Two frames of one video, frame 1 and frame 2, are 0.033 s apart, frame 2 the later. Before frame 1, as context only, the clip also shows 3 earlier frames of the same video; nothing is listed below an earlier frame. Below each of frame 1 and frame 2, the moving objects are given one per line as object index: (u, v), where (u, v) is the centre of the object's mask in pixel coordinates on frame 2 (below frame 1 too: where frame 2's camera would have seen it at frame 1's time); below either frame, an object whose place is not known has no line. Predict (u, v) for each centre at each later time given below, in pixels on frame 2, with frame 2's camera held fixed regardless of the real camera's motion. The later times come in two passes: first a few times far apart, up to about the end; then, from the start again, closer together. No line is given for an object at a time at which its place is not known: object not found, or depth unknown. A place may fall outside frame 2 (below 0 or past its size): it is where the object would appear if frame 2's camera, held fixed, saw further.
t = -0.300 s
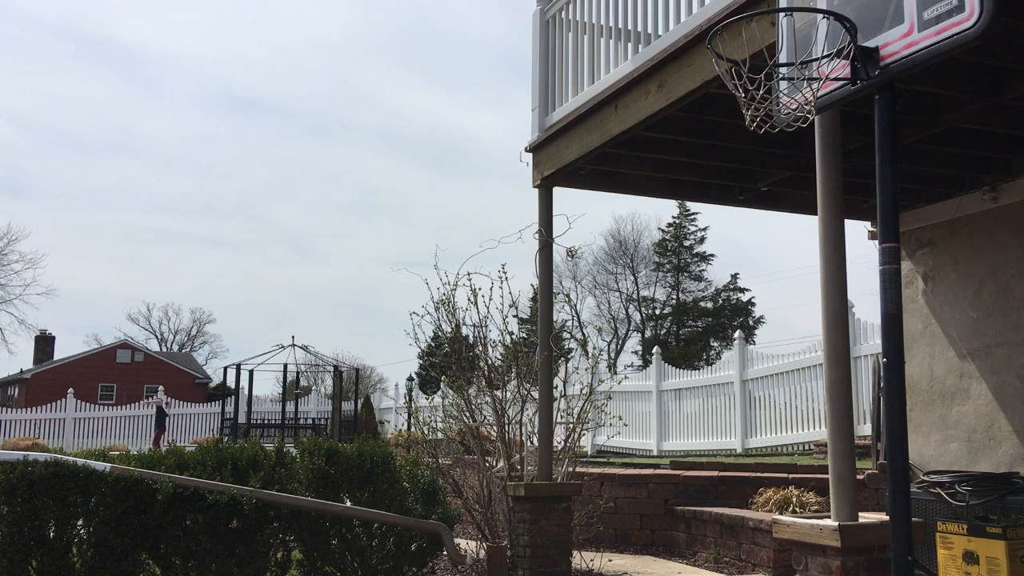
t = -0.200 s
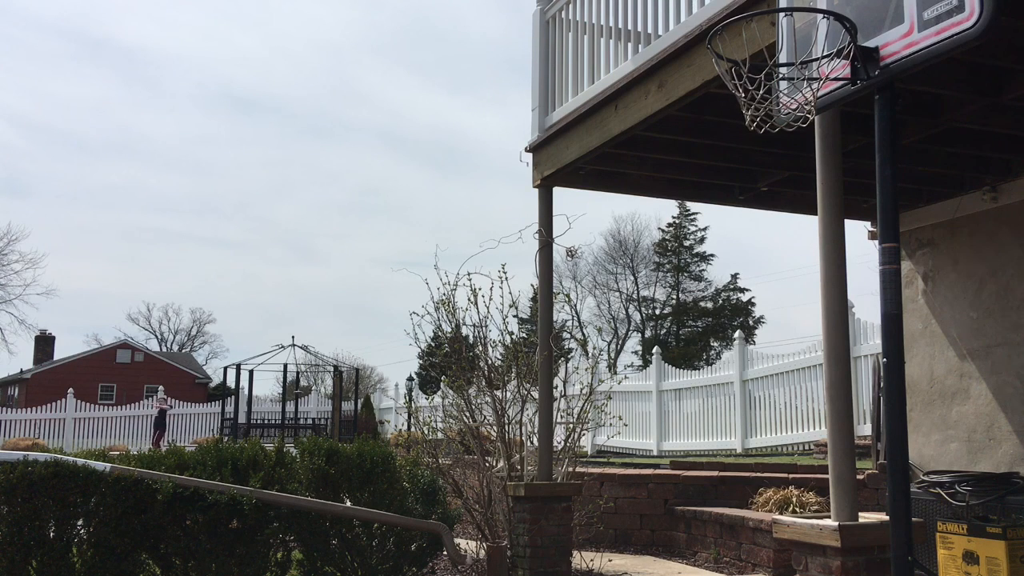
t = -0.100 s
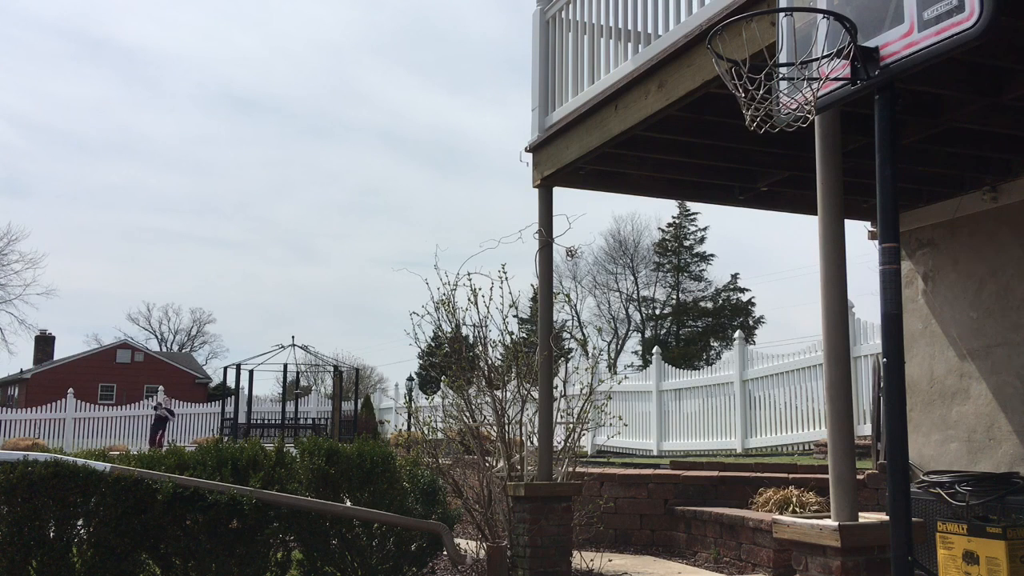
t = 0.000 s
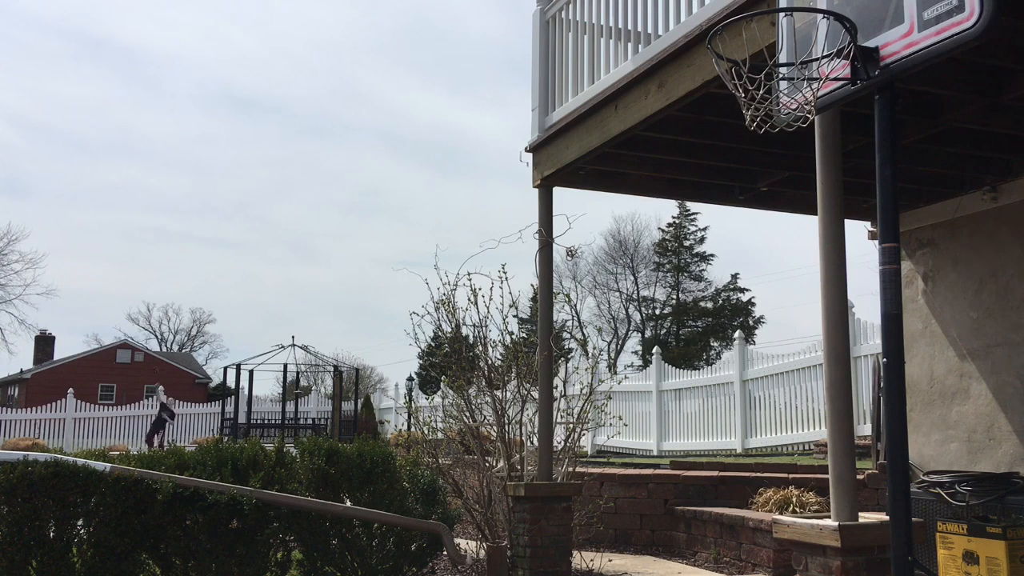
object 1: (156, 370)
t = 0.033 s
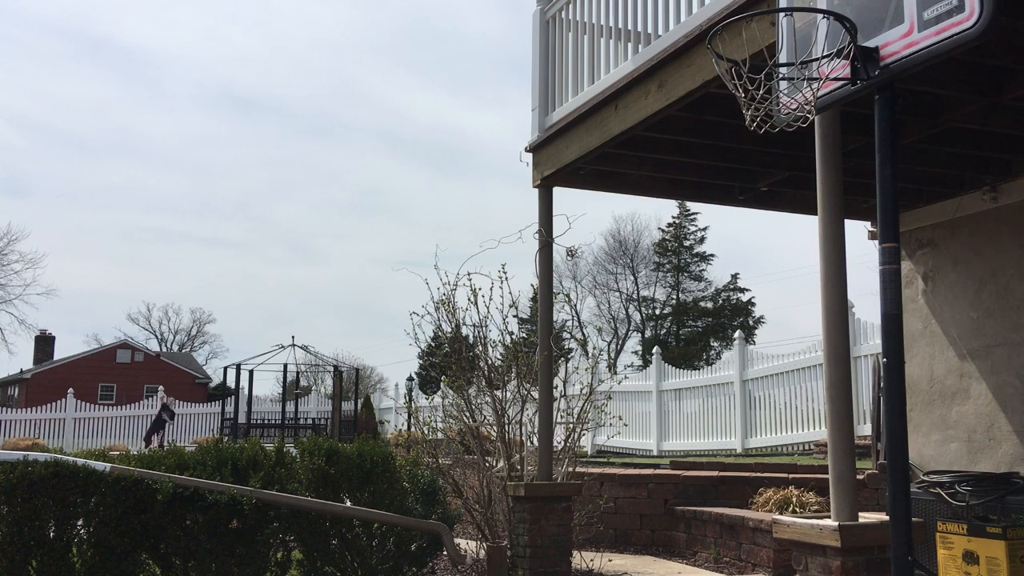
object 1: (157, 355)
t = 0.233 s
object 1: (172, 272)
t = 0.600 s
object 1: (201, 129)
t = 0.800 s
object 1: (220, 58)
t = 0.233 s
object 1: (172, 272)
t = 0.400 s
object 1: (183, 204)
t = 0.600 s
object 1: (201, 129)
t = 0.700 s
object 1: (210, 93)
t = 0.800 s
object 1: (220, 58)
